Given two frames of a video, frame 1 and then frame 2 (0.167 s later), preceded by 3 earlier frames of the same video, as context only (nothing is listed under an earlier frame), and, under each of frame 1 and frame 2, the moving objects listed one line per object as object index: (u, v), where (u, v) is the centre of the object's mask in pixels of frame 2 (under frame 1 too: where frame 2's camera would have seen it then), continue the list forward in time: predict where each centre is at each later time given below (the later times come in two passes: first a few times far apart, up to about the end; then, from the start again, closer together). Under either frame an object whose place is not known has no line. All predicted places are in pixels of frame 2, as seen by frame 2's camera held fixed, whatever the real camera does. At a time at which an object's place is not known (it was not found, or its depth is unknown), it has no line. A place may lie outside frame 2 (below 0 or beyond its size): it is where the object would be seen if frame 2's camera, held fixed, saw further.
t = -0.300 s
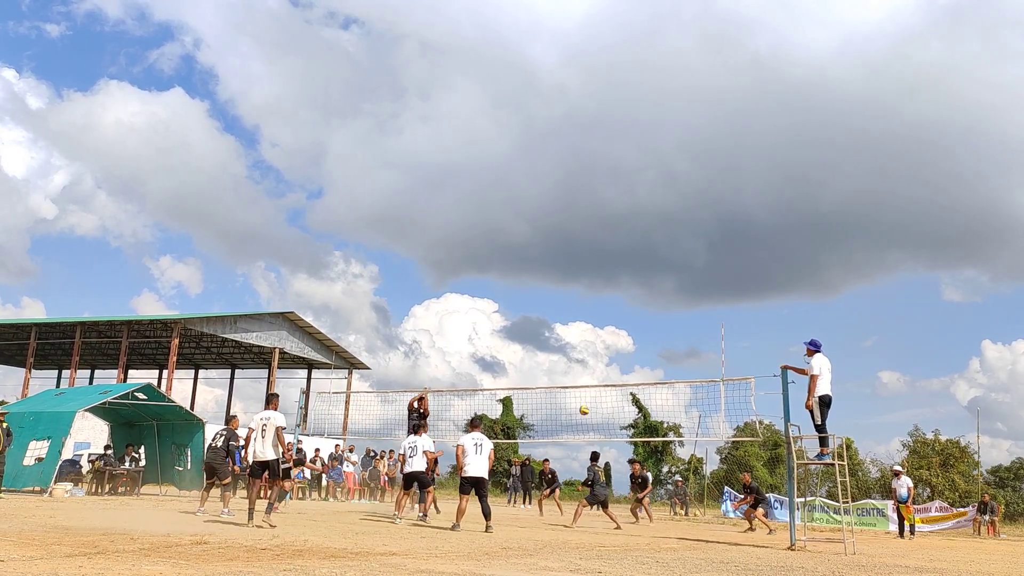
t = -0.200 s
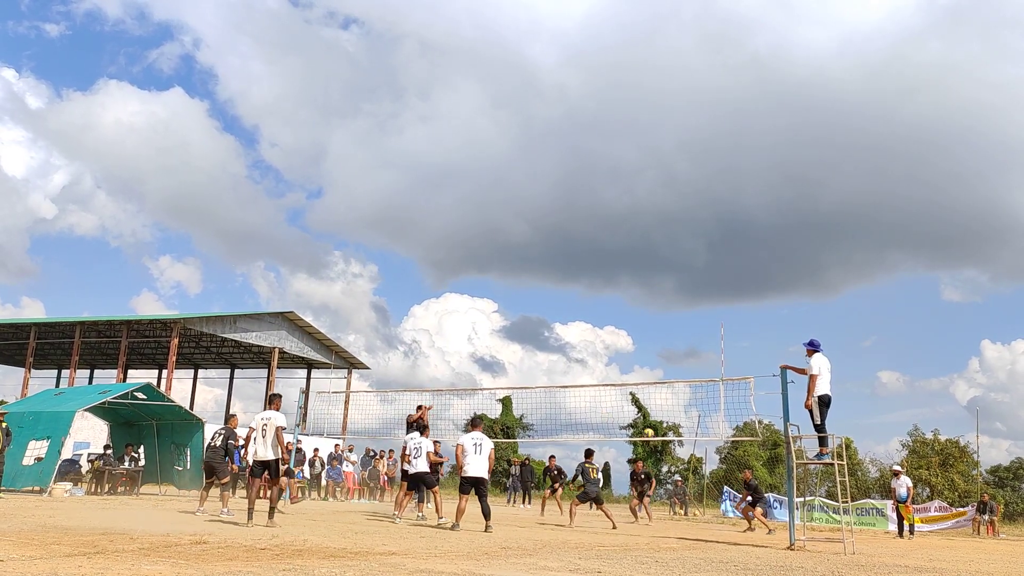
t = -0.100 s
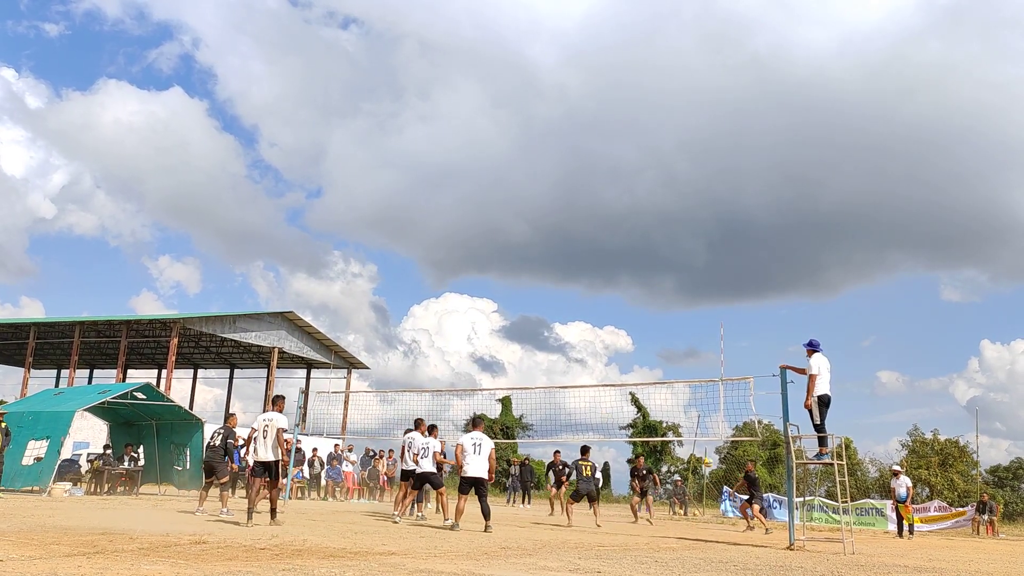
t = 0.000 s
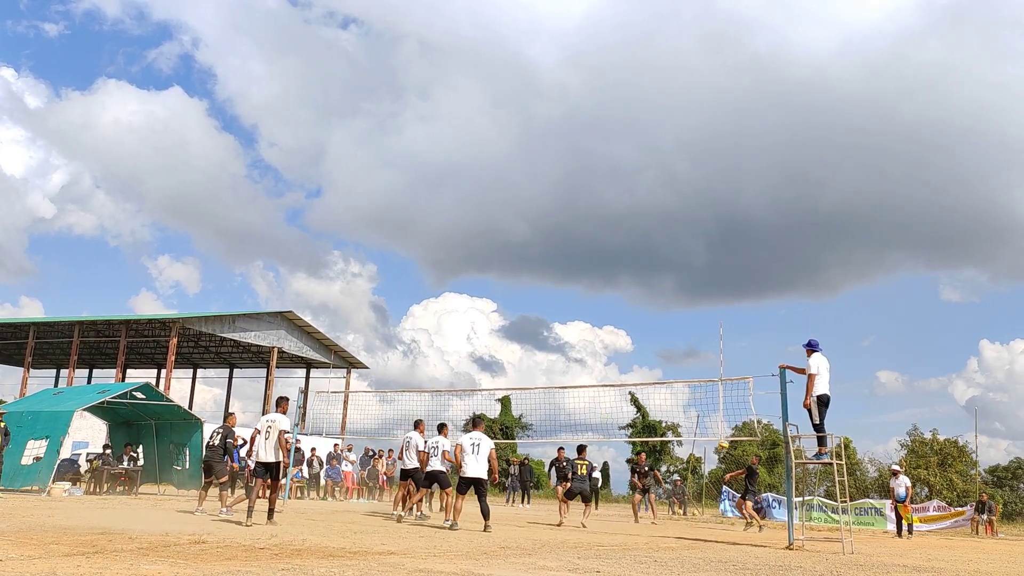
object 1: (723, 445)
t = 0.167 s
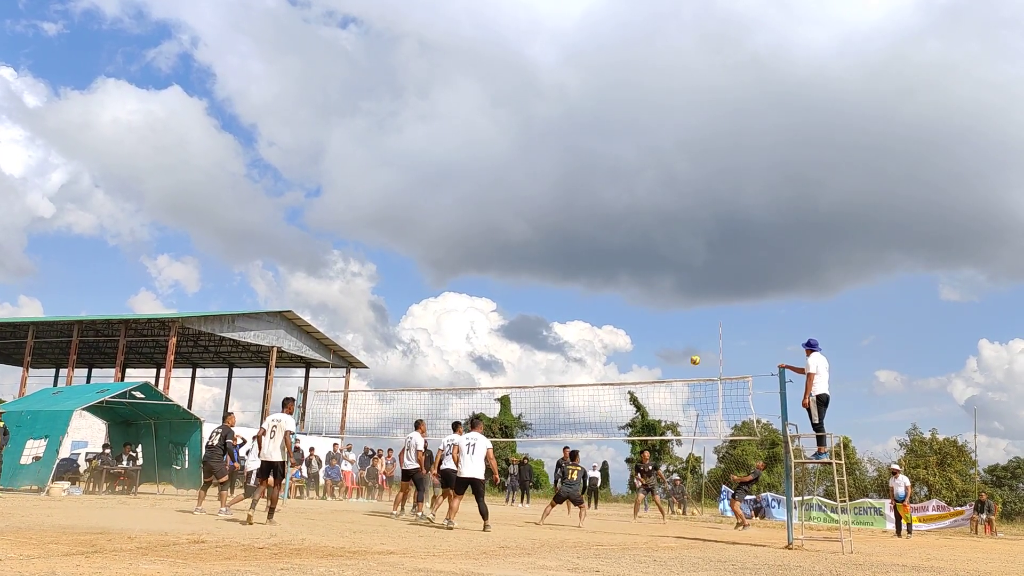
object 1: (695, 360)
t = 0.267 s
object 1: (680, 317)
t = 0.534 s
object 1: (644, 228)
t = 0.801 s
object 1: (611, 170)
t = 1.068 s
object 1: (580, 142)
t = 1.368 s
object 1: (544, 142)
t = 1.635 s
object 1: (511, 172)
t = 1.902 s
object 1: (477, 230)
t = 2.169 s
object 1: (438, 318)
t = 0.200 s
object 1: (690, 345)
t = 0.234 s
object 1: (685, 331)
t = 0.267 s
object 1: (680, 317)
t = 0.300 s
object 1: (675, 304)
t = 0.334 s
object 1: (671, 292)
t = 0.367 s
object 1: (666, 280)
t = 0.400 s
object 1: (662, 268)
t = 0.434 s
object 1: (657, 257)
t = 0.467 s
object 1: (653, 247)
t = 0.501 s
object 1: (648, 237)
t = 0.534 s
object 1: (644, 228)
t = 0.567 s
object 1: (640, 219)
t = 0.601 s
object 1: (636, 210)
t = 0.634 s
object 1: (632, 203)
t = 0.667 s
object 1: (627, 195)
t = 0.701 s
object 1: (623, 188)
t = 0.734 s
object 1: (619, 182)
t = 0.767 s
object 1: (615, 176)
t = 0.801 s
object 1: (611, 170)
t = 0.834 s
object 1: (607, 165)
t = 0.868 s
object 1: (603, 160)
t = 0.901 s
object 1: (599, 156)
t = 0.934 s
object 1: (595, 152)
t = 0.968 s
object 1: (591, 149)
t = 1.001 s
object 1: (588, 146)
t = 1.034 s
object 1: (584, 144)
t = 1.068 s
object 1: (580, 142)
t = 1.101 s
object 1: (576, 140)
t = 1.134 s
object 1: (572, 139)
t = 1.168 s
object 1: (568, 138)
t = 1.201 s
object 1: (564, 138)
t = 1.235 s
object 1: (560, 138)
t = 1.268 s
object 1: (556, 138)
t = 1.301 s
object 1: (553, 140)
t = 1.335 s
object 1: (548, 141)
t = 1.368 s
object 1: (544, 142)
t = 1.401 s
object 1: (540, 145)
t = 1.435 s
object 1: (536, 147)
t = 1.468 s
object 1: (532, 150)
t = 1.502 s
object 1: (528, 154)
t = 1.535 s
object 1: (524, 158)
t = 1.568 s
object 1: (520, 162)
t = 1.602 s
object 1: (516, 167)
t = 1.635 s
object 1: (511, 172)
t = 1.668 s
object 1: (507, 178)
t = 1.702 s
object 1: (503, 184)
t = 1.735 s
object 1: (499, 190)
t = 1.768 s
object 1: (494, 197)
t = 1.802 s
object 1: (490, 205)
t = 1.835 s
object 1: (486, 212)
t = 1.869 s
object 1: (481, 221)
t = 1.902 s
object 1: (477, 230)
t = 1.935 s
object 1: (472, 239)
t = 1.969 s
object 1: (468, 249)
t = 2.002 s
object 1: (463, 259)
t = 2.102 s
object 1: (448, 293)
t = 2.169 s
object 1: (438, 318)
